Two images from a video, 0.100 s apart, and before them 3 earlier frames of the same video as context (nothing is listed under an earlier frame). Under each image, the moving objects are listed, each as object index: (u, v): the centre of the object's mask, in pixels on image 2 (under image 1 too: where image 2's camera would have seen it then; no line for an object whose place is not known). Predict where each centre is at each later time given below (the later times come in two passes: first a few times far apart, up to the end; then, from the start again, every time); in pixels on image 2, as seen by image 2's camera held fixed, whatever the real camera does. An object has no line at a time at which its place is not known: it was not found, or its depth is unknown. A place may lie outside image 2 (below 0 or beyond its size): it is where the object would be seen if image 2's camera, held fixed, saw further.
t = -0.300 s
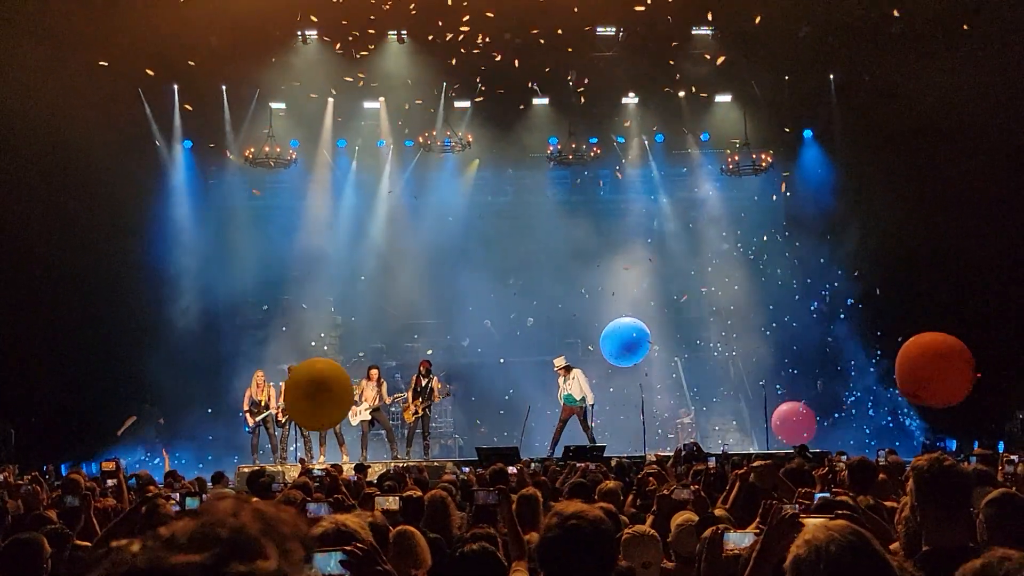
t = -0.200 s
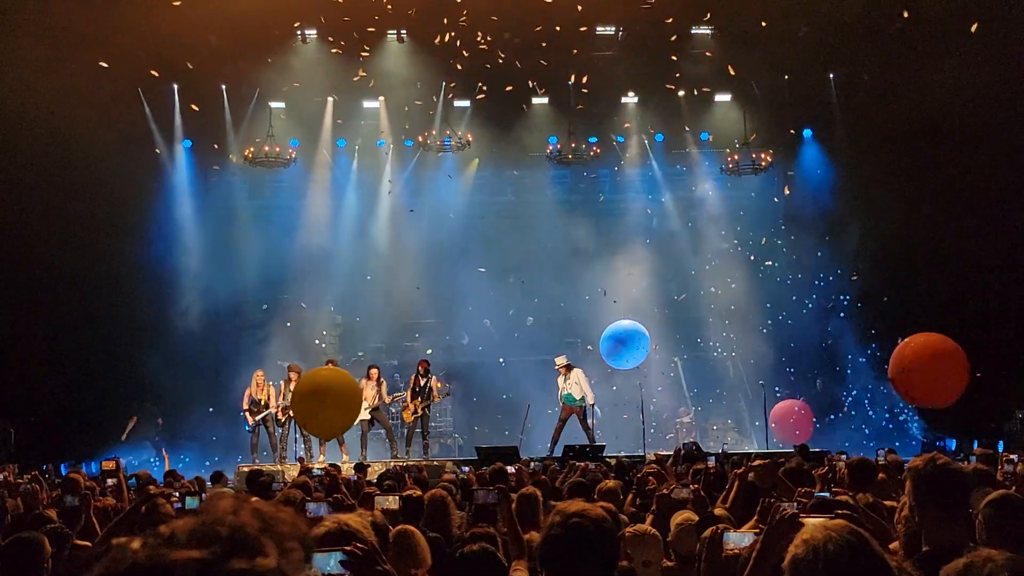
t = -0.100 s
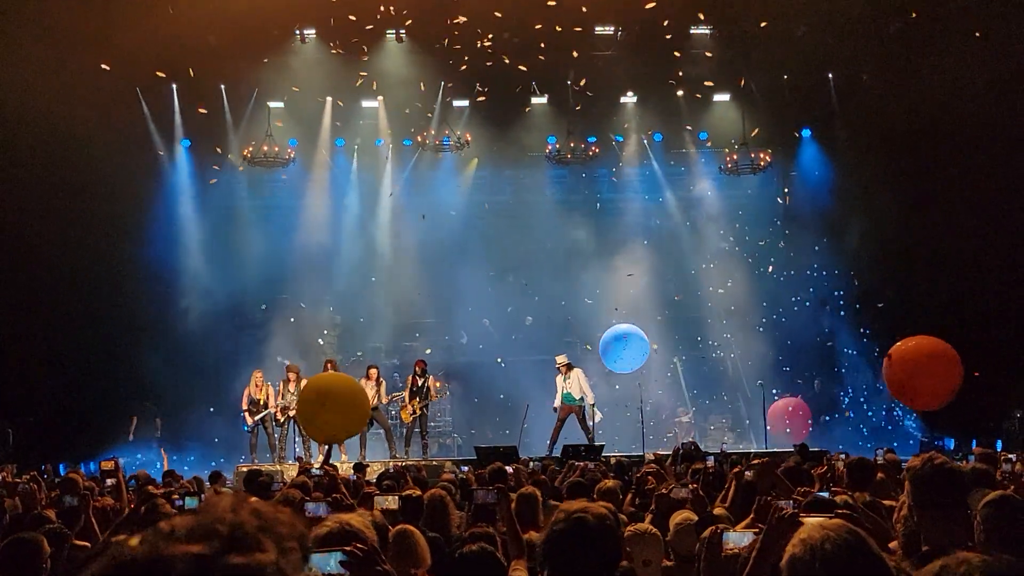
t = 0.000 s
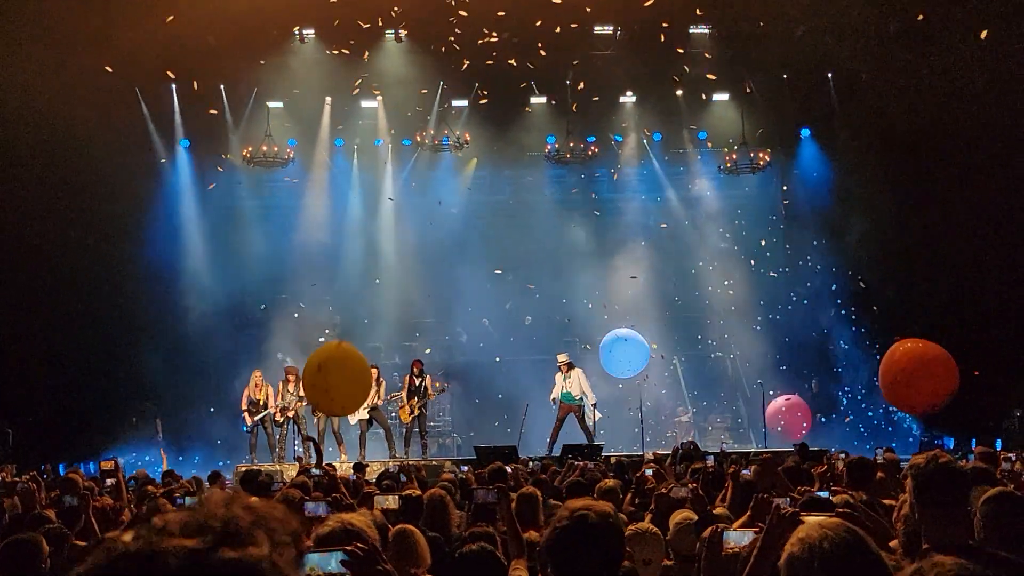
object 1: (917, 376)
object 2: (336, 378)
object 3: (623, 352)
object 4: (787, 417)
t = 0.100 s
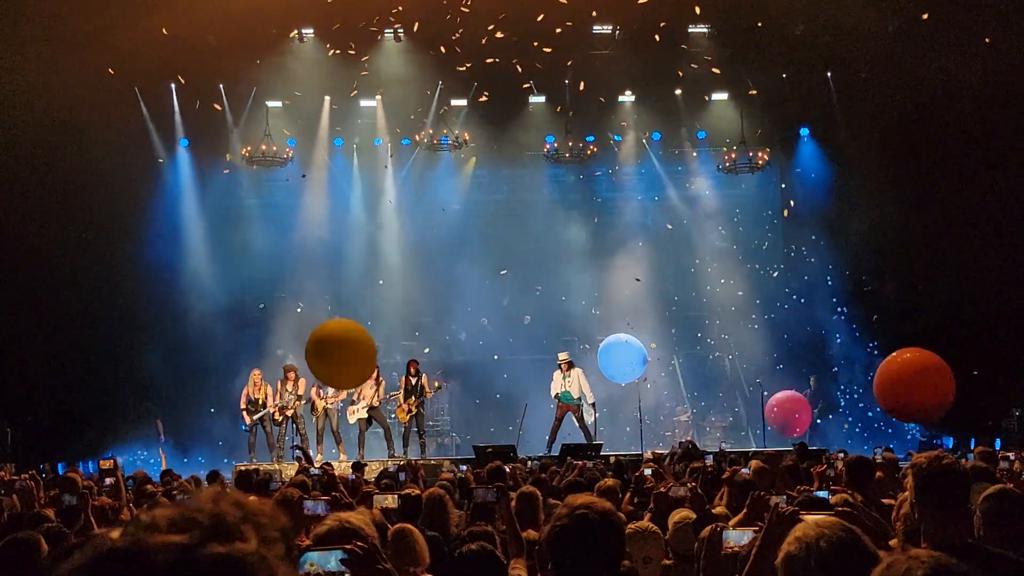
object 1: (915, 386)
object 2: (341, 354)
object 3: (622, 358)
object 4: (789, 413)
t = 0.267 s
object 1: (912, 406)
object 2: (349, 311)
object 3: (621, 370)
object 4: (790, 402)
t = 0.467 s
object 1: (915, 429)
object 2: (361, 276)
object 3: (620, 387)
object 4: (786, 386)
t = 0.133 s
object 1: (913, 390)
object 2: (342, 346)
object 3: (622, 360)
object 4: (789, 412)
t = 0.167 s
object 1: (912, 394)
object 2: (343, 339)
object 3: (621, 363)
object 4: (790, 409)
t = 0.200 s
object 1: (911, 399)
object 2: (345, 328)
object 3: (621, 365)
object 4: (790, 406)
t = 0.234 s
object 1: (911, 403)
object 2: (347, 319)
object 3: (621, 367)
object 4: (791, 404)
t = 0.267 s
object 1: (912, 406)
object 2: (349, 311)
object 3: (621, 370)
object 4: (790, 402)
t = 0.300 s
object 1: (912, 410)
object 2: (351, 302)
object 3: (621, 372)
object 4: (788, 400)
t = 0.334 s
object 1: (913, 415)
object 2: (354, 296)
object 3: (621, 375)
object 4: (788, 397)
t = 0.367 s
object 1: (914, 419)
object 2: (356, 291)
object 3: (621, 378)
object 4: (787, 395)
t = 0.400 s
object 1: (915, 422)
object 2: (358, 286)
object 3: (621, 381)
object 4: (787, 392)
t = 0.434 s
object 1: (915, 426)
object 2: (359, 280)
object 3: (620, 384)
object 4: (786, 390)
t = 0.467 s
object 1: (915, 429)
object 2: (361, 276)
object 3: (620, 387)
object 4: (786, 386)
